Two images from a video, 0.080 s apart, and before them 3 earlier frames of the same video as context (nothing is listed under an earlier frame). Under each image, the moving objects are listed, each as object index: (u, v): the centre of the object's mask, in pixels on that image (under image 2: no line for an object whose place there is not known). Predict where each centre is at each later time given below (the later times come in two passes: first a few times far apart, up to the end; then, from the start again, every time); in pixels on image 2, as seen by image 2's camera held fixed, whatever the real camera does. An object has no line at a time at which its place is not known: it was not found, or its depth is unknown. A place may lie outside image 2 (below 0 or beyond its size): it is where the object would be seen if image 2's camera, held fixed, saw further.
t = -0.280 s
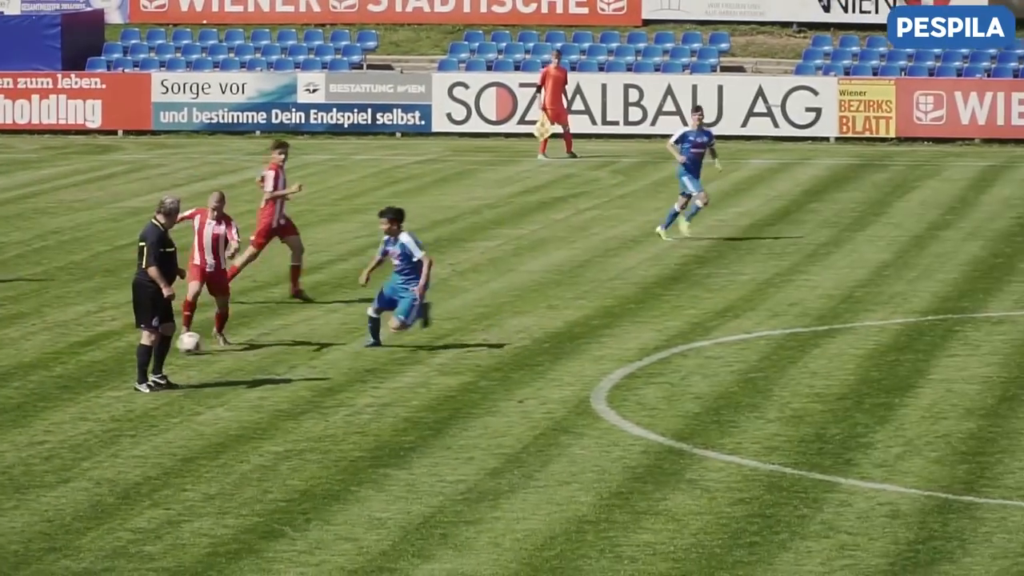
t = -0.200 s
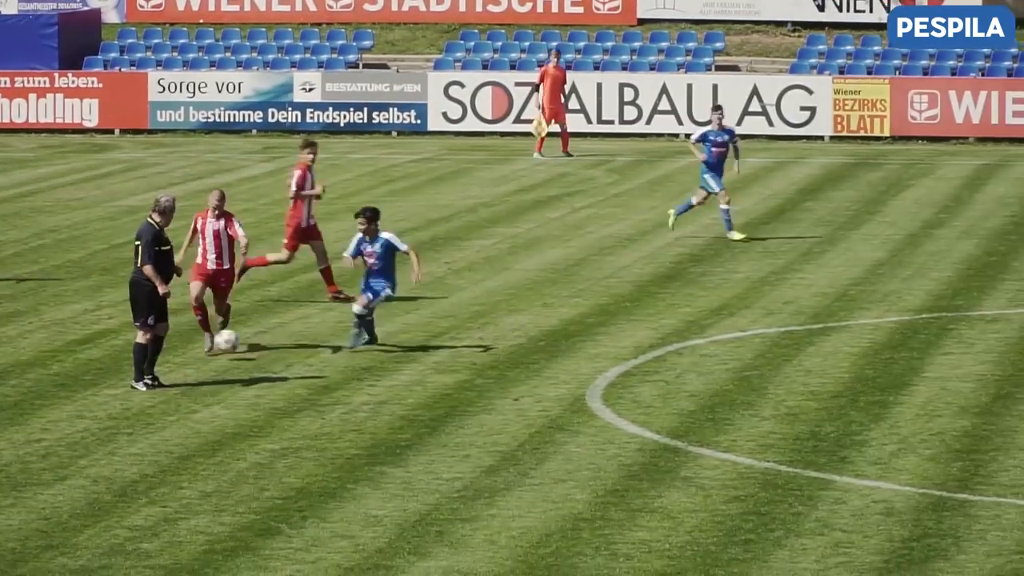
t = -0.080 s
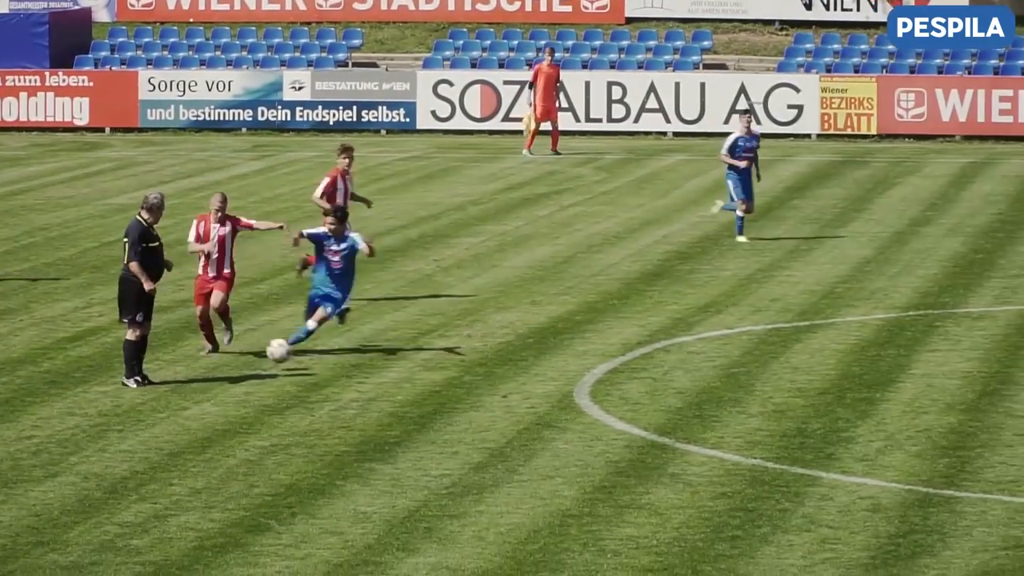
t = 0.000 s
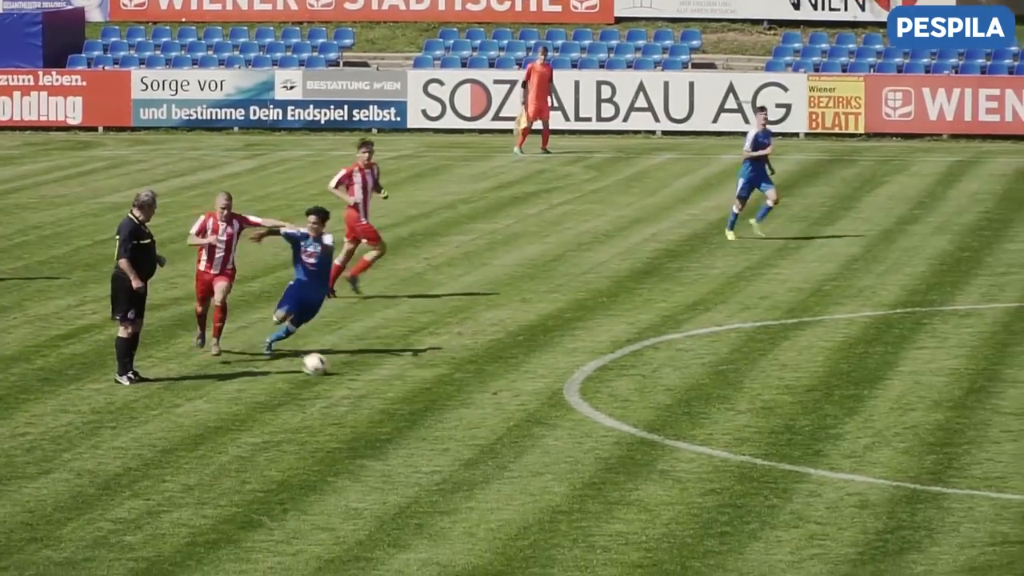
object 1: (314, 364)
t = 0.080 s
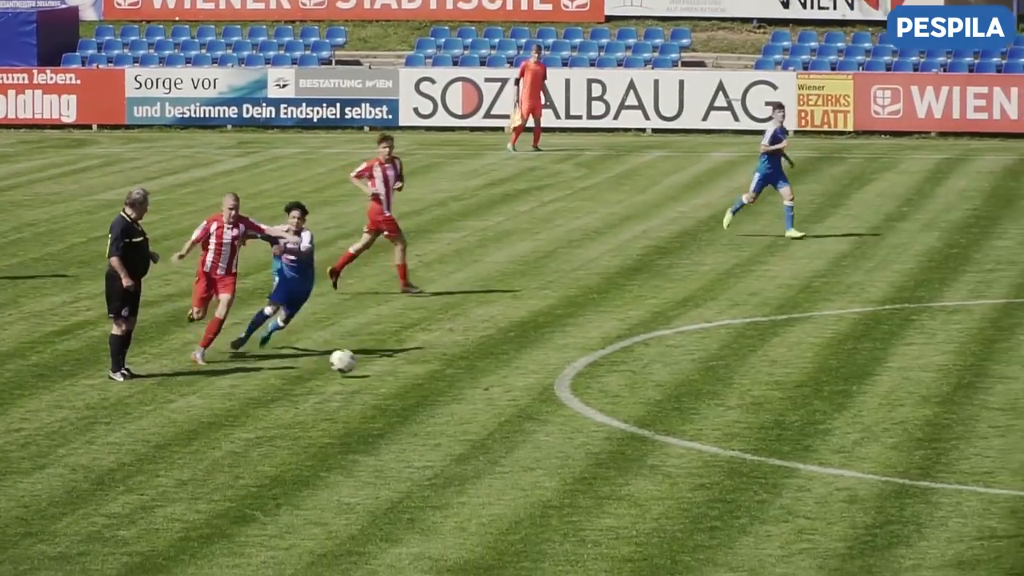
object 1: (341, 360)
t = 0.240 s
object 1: (408, 373)
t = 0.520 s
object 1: (503, 390)
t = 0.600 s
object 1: (527, 406)
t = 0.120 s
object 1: (359, 361)
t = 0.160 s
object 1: (375, 363)
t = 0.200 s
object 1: (393, 367)
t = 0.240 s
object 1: (408, 373)
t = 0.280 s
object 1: (426, 381)
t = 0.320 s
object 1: (442, 385)
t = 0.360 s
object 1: (454, 383)
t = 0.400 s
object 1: (466, 382)
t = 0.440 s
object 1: (478, 383)
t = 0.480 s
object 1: (490, 386)
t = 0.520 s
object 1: (503, 390)
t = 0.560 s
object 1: (515, 398)
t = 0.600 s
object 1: (527, 406)
